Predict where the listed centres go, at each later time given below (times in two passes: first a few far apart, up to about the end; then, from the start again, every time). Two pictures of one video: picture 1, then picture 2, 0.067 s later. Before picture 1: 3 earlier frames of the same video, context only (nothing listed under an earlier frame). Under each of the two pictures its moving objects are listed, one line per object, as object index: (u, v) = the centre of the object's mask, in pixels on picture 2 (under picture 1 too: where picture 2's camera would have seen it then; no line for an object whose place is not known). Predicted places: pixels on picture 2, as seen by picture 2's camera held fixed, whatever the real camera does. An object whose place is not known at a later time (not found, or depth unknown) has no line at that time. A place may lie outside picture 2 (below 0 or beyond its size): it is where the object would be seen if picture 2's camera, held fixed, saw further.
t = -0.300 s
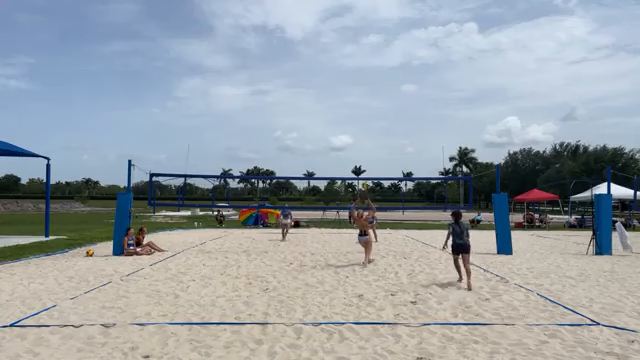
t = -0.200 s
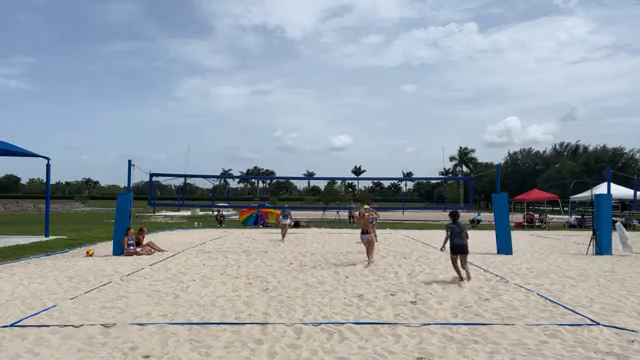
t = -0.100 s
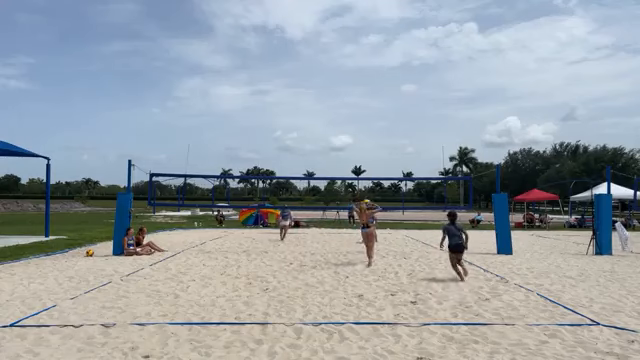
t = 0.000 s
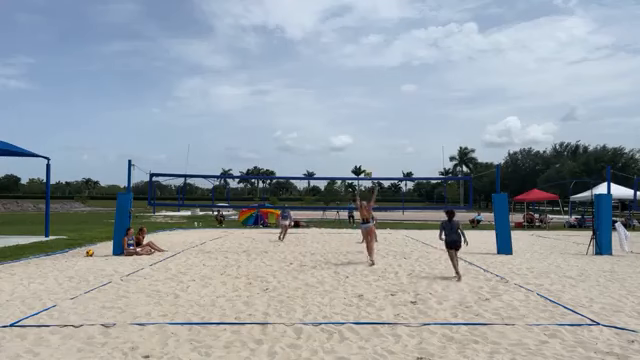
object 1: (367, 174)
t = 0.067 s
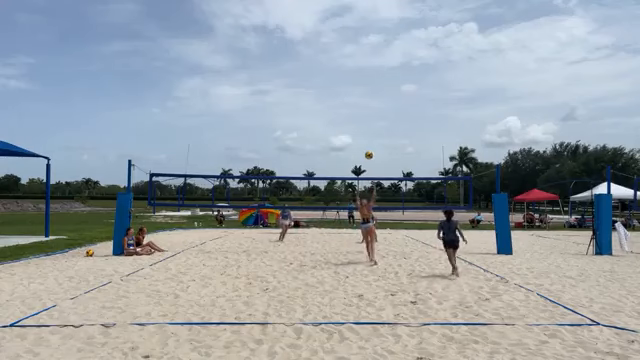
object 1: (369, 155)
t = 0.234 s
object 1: (371, 115)
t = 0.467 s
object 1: (375, 78)
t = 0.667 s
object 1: (379, 63)
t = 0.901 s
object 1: (382, 64)
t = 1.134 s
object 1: (387, 83)
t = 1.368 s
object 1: (392, 119)
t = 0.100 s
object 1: (369, 146)
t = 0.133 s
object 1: (370, 137)
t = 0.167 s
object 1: (370, 129)
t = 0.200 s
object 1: (371, 122)
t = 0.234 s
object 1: (371, 115)
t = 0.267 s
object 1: (372, 108)
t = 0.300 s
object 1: (372, 102)
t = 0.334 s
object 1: (373, 96)
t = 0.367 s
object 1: (373, 91)
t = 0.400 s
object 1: (374, 86)
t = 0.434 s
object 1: (375, 82)
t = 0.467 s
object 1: (375, 78)
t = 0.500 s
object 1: (376, 74)
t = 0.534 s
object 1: (376, 71)
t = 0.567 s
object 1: (377, 69)
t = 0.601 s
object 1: (378, 67)
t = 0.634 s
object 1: (378, 65)
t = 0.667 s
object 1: (379, 63)
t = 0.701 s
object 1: (379, 62)
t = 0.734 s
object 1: (380, 61)
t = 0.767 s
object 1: (380, 61)
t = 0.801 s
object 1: (381, 61)
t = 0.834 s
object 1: (381, 62)
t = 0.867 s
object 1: (382, 63)
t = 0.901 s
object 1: (382, 64)
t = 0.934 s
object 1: (383, 65)
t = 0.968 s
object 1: (384, 67)
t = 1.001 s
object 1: (384, 69)
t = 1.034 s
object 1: (385, 72)
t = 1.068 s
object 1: (386, 75)
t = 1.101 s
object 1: (386, 79)
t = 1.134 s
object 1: (387, 83)
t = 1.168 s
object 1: (388, 87)
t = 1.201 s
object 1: (389, 91)
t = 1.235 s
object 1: (389, 96)
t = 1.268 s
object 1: (390, 101)
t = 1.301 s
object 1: (391, 107)
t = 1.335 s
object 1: (391, 112)
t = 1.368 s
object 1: (392, 119)
